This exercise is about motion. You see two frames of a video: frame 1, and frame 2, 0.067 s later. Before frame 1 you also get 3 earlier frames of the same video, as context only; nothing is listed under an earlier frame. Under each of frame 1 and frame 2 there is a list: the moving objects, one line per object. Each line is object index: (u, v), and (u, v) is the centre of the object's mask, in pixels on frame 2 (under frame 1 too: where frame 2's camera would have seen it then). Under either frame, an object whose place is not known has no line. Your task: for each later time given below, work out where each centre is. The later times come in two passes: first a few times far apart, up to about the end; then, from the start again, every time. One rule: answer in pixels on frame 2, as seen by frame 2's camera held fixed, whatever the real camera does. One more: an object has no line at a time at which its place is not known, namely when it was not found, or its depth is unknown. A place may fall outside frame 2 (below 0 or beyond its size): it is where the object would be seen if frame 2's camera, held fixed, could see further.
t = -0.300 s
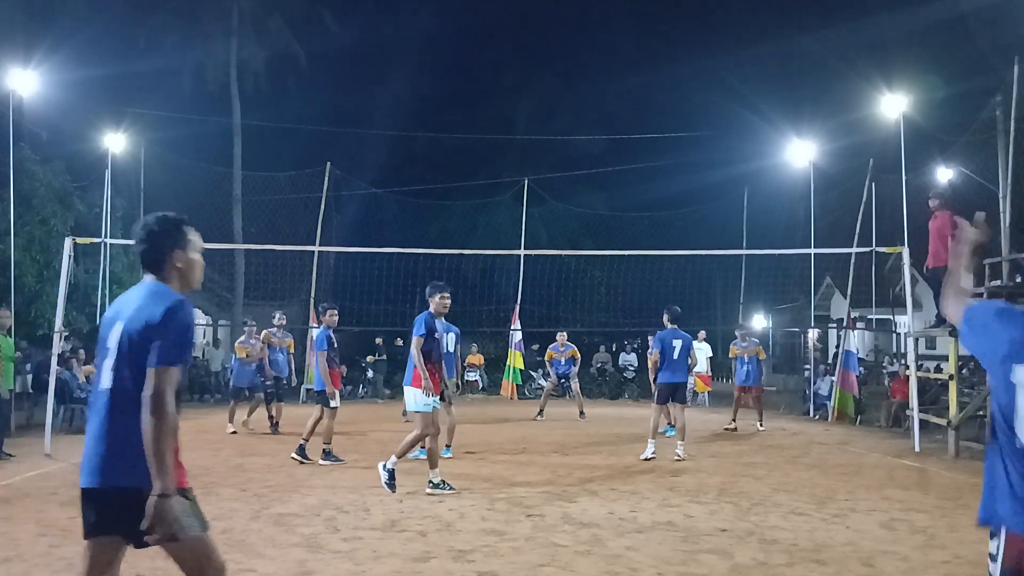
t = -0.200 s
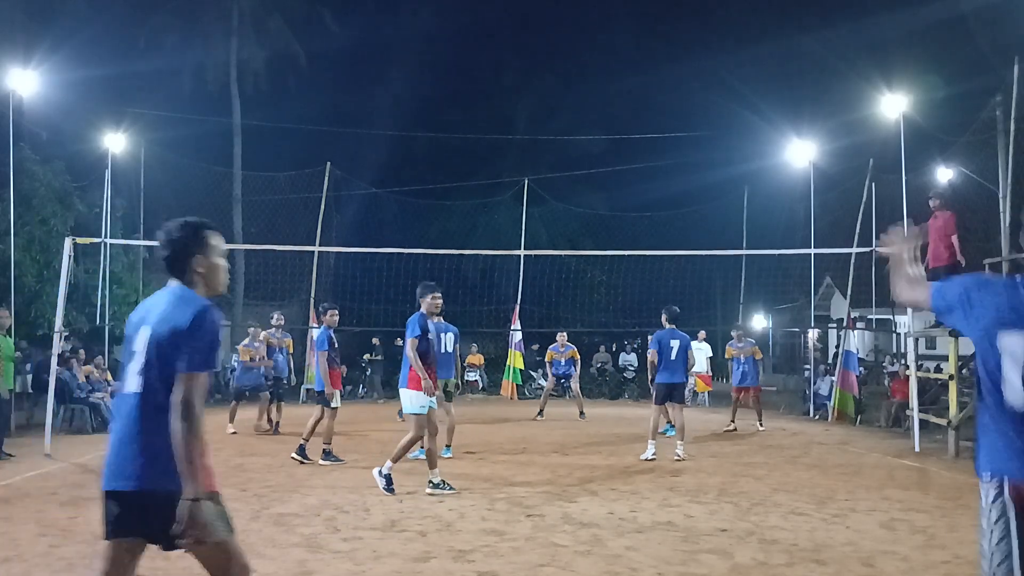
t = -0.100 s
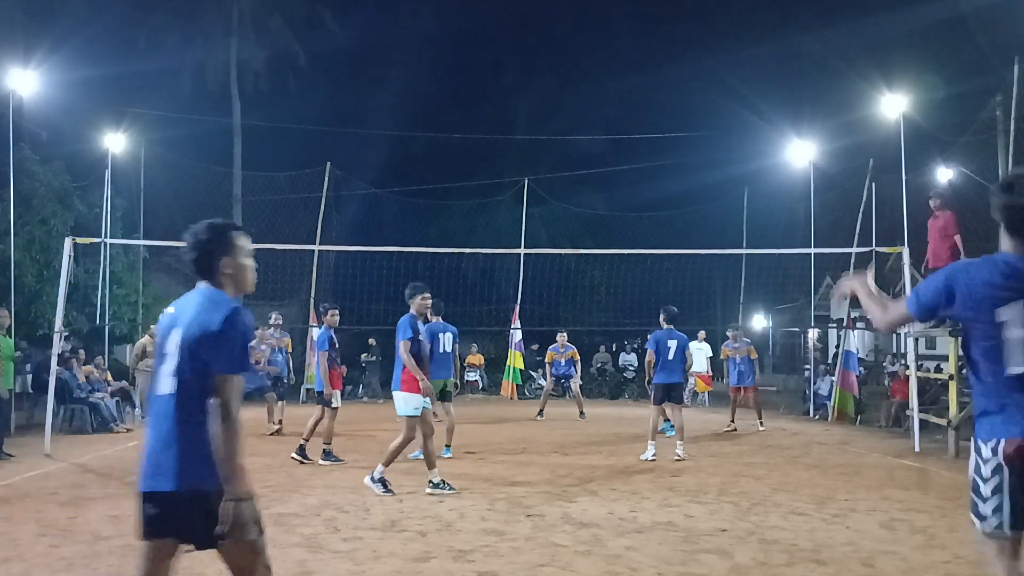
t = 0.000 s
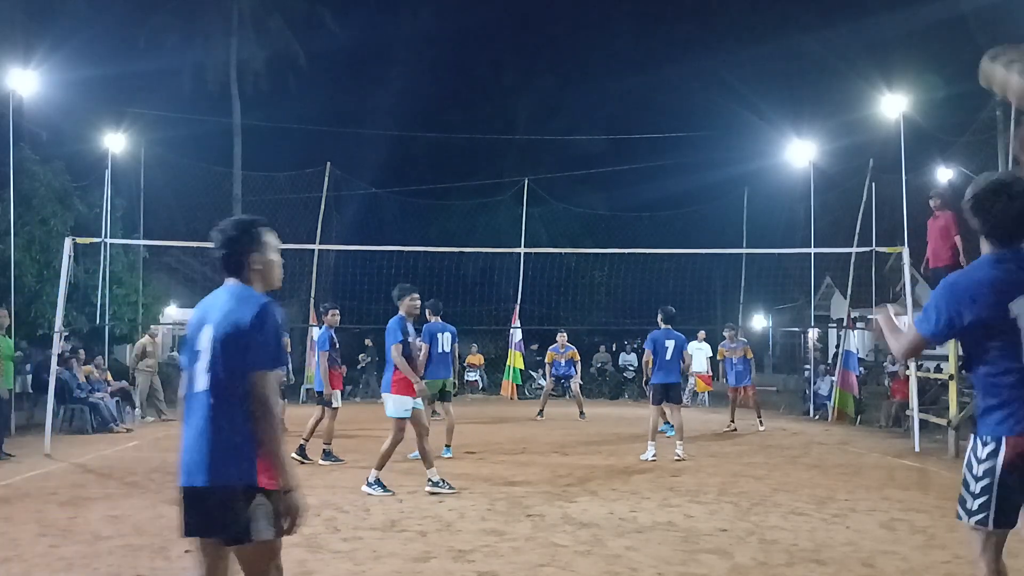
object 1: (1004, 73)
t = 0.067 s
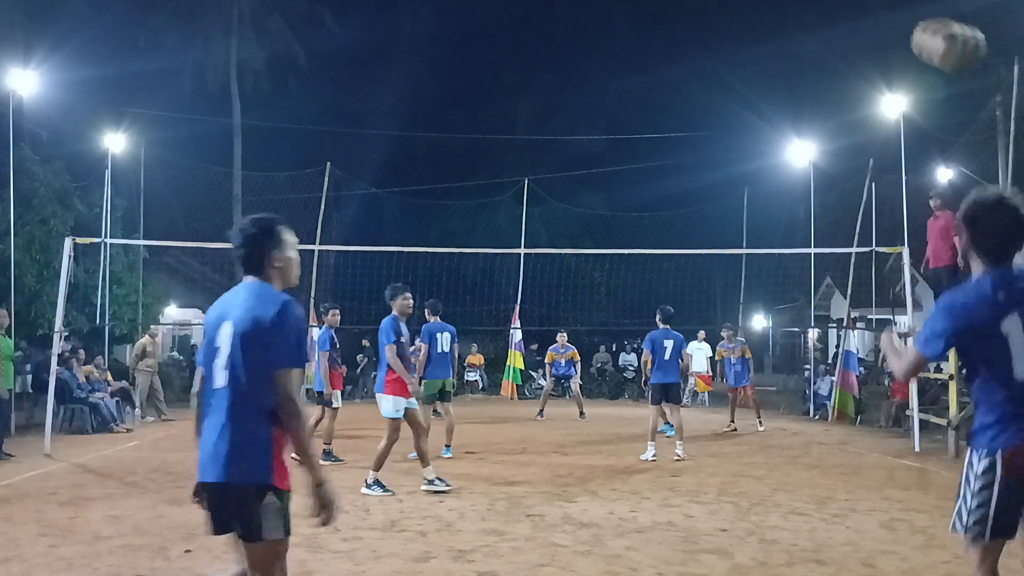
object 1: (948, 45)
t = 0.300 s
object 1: (808, 24)
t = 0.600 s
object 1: (739, 82)
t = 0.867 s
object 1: (712, 165)
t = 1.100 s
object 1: (705, 244)
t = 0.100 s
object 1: (915, 33)
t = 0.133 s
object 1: (889, 26)
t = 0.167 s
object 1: (869, 22)
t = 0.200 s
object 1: (850, 20)
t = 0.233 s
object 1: (833, 20)
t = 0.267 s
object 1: (821, 21)
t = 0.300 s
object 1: (808, 24)
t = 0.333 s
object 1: (797, 27)
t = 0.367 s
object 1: (788, 31)
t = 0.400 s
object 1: (778, 37)
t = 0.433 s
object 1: (770, 43)
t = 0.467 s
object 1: (763, 49)
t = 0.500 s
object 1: (755, 57)
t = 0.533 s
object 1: (750, 64)
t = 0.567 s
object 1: (744, 73)
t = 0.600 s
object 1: (739, 82)
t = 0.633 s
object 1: (735, 90)
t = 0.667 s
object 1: (731, 101)
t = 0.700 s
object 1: (727, 111)
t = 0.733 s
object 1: (723, 120)
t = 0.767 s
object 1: (720, 132)
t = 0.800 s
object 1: (717, 142)
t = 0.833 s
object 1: (715, 153)
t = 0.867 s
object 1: (712, 165)
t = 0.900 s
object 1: (711, 175)
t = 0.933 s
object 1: (709, 188)
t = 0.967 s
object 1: (708, 199)
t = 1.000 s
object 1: (707, 211)
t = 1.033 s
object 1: (706, 223)
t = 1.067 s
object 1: (705, 235)
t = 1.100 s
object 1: (705, 244)
